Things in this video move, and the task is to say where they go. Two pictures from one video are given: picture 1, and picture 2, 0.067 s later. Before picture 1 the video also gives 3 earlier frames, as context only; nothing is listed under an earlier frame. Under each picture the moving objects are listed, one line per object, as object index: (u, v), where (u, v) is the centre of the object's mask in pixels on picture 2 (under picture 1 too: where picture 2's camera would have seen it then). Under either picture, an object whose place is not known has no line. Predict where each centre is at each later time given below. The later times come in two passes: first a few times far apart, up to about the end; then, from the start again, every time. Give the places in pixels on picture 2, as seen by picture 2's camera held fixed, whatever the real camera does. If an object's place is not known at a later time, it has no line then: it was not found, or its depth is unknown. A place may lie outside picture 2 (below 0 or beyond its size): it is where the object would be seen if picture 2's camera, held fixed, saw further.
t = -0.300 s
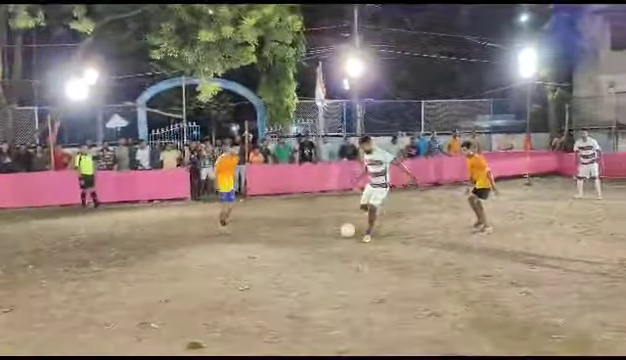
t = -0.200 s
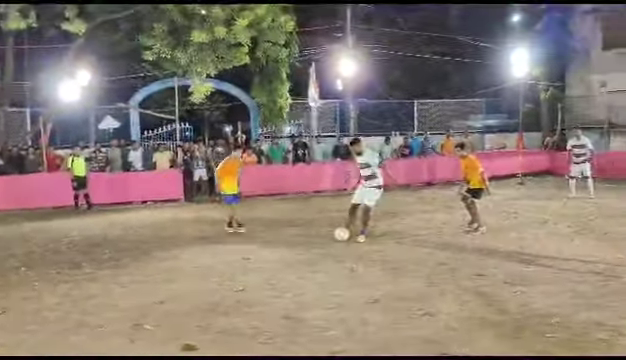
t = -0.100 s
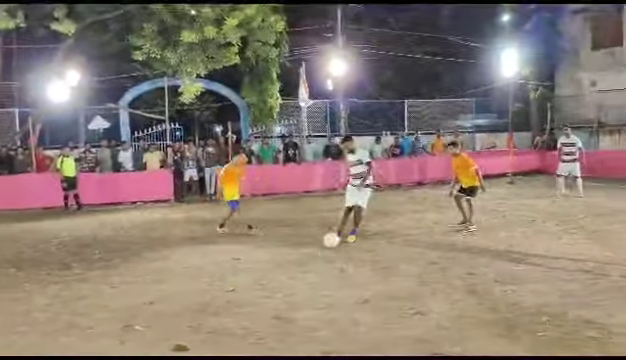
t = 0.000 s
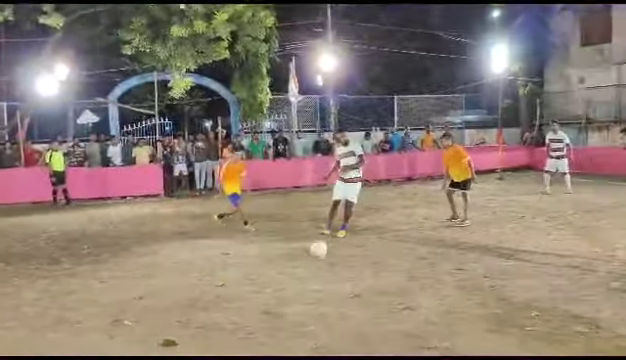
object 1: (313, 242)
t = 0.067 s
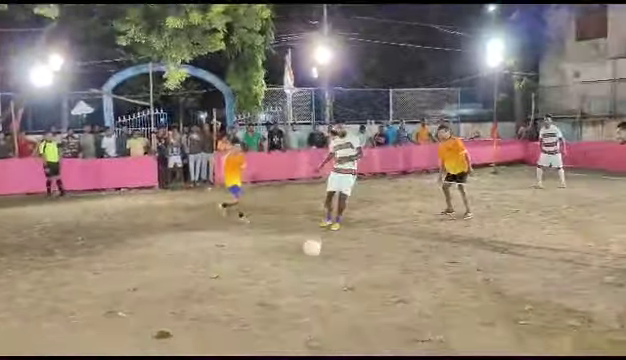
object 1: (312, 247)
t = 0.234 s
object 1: (310, 268)
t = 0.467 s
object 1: (306, 299)
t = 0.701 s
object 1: (298, 338)
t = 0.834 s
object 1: (293, 371)
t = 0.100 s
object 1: (312, 251)
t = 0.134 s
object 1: (311, 256)
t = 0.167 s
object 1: (311, 259)
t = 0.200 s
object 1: (311, 263)
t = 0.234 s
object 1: (310, 268)
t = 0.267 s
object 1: (310, 270)
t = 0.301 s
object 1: (310, 274)
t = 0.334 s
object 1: (309, 281)
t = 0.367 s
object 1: (309, 285)
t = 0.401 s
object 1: (308, 291)
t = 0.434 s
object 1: (307, 295)
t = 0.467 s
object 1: (306, 299)
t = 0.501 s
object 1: (306, 305)
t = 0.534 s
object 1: (305, 309)
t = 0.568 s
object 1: (304, 313)
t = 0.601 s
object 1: (303, 319)
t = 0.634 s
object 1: (302, 328)
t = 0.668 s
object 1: (301, 333)
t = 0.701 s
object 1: (298, 338)
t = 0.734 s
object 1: (298, 346)
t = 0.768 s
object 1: (296, 354)
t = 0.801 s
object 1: (295, 365)
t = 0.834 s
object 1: (293, 371)
